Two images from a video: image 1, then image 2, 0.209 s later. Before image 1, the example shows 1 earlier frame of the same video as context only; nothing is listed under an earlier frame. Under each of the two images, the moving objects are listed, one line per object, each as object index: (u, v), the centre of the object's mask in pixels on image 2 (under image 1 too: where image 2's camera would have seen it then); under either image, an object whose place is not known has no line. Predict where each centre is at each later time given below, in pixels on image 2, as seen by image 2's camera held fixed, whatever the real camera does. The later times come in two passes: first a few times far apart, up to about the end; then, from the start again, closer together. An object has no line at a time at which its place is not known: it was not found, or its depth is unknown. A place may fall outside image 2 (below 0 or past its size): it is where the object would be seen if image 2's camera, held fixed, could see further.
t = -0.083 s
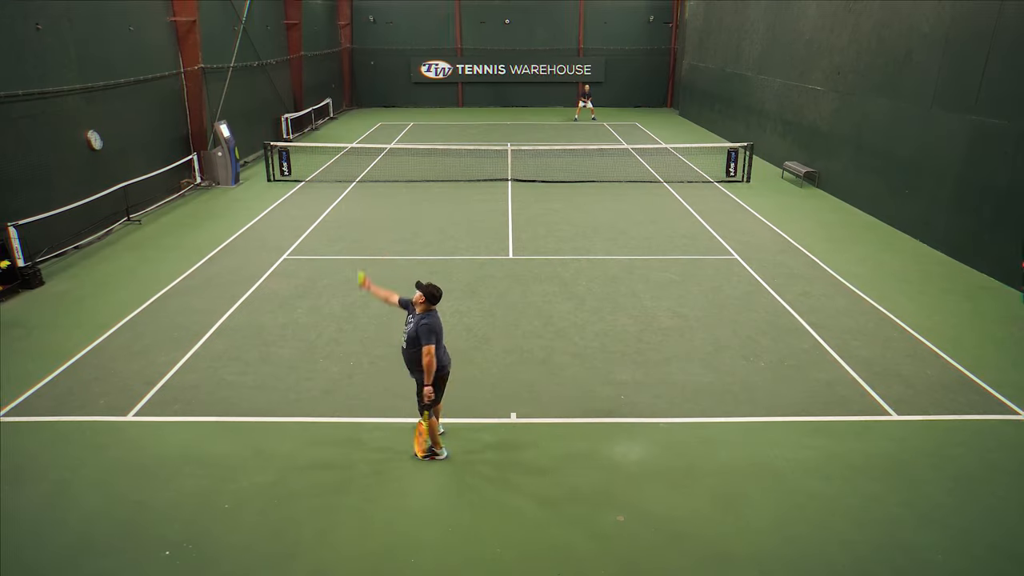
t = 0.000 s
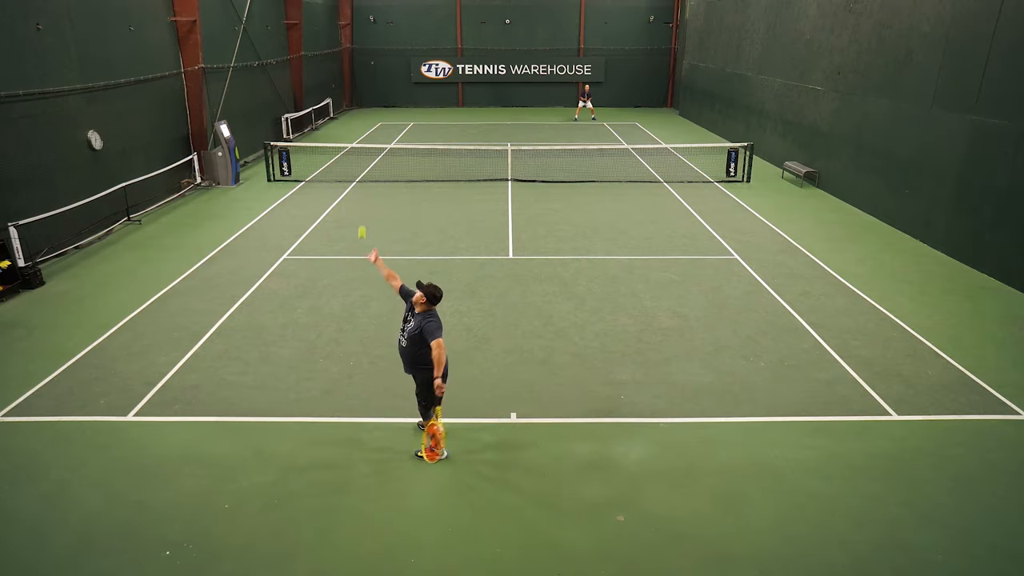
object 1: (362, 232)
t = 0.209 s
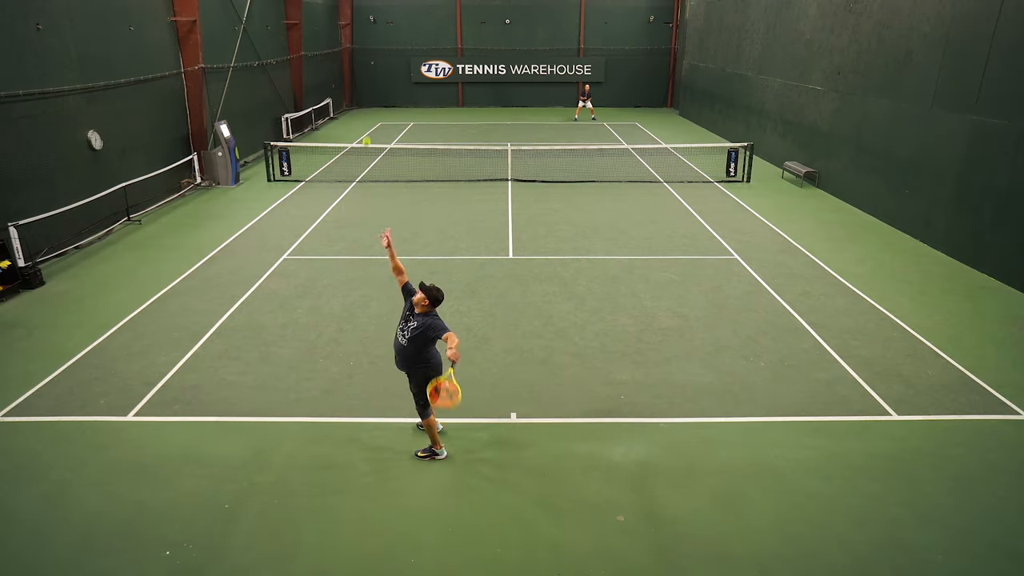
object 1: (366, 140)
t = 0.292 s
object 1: (369, 116)
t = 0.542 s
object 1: (381, 86)
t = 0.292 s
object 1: (369, 116)
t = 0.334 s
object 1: (371, 107)
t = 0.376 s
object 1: (372, 99)
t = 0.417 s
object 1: (374, 93)
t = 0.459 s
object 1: (376, 89)
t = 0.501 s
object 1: (378, 86)
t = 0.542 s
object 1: (381, 86)
